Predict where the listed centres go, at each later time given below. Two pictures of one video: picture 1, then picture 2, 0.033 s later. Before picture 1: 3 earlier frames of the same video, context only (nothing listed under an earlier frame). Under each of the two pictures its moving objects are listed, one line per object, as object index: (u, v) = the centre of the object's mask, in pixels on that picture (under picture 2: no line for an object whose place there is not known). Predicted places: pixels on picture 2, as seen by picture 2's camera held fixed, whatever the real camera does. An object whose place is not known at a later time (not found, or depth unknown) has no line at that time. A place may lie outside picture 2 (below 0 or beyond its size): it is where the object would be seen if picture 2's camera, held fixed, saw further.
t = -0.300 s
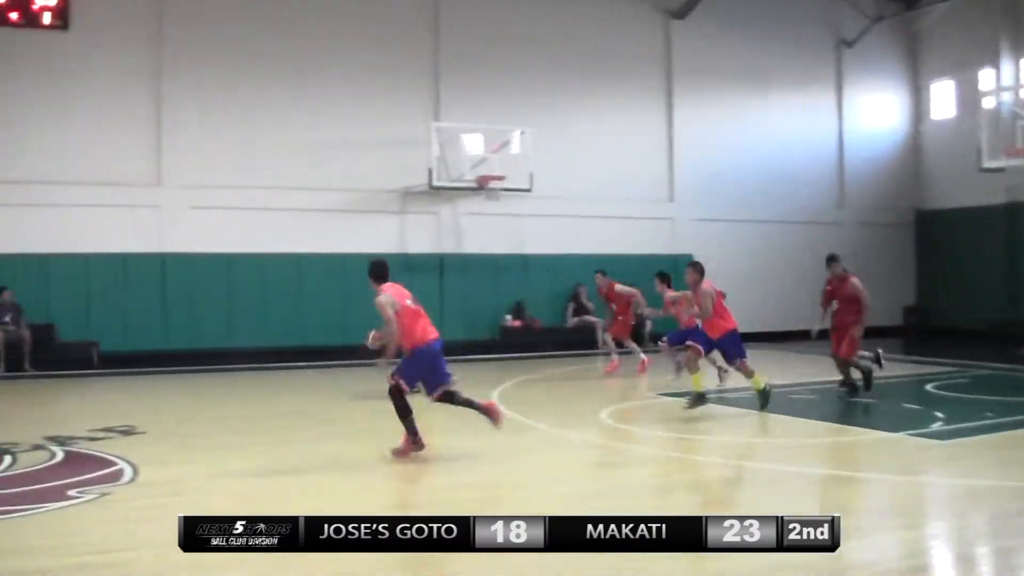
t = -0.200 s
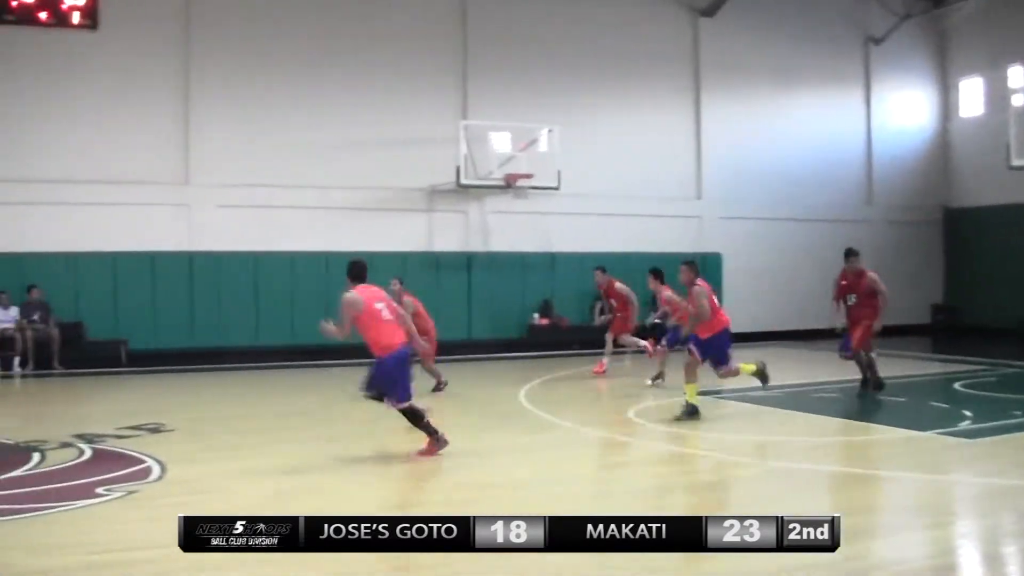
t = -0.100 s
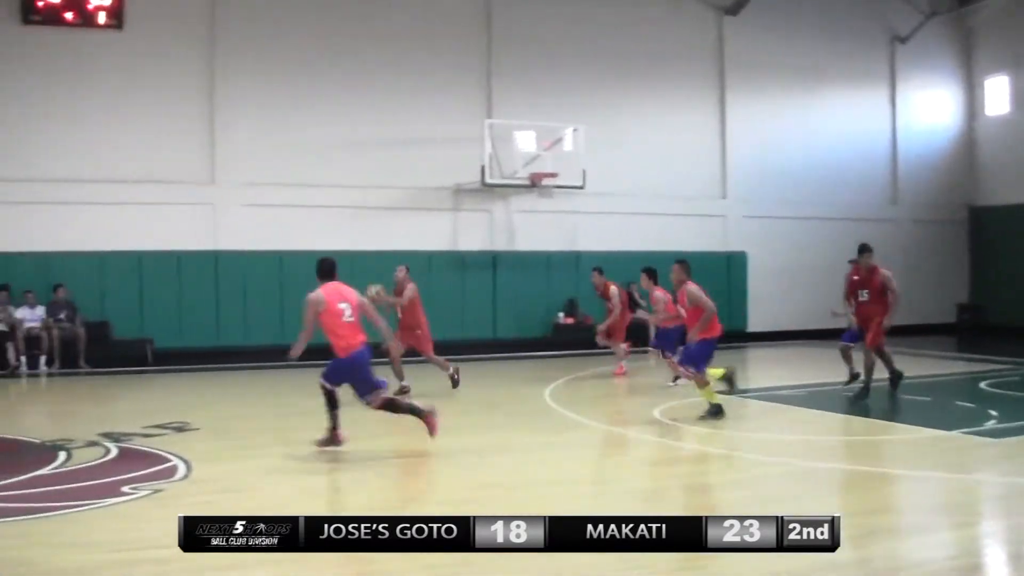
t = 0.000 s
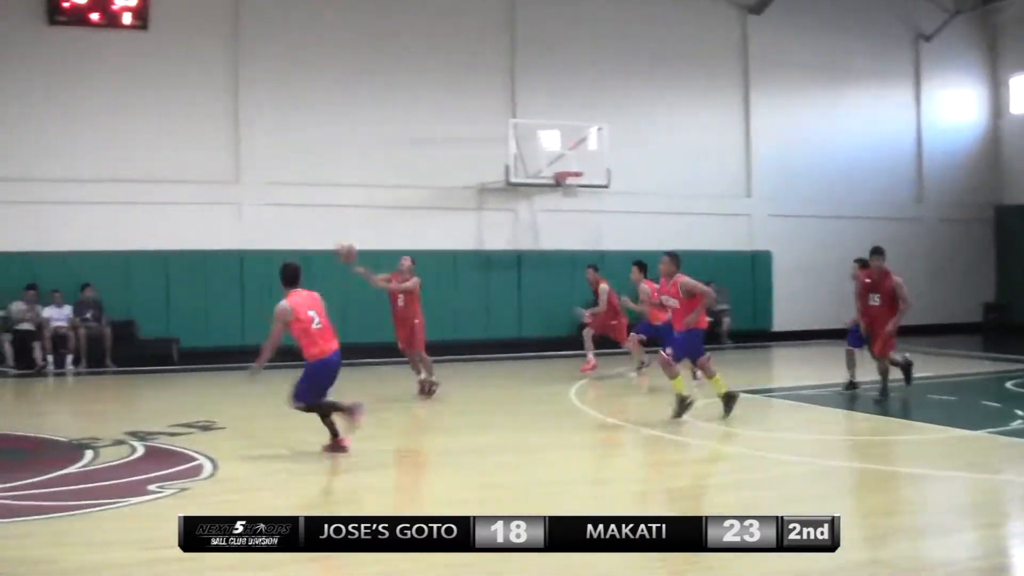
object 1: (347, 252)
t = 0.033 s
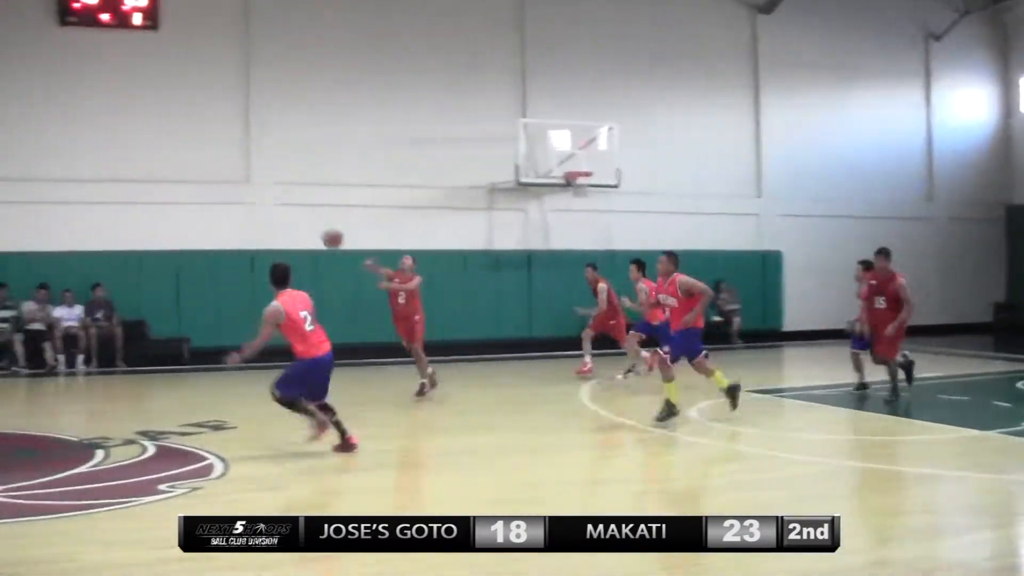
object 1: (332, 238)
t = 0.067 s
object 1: (311, 224)
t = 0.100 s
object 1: (285, 210)
